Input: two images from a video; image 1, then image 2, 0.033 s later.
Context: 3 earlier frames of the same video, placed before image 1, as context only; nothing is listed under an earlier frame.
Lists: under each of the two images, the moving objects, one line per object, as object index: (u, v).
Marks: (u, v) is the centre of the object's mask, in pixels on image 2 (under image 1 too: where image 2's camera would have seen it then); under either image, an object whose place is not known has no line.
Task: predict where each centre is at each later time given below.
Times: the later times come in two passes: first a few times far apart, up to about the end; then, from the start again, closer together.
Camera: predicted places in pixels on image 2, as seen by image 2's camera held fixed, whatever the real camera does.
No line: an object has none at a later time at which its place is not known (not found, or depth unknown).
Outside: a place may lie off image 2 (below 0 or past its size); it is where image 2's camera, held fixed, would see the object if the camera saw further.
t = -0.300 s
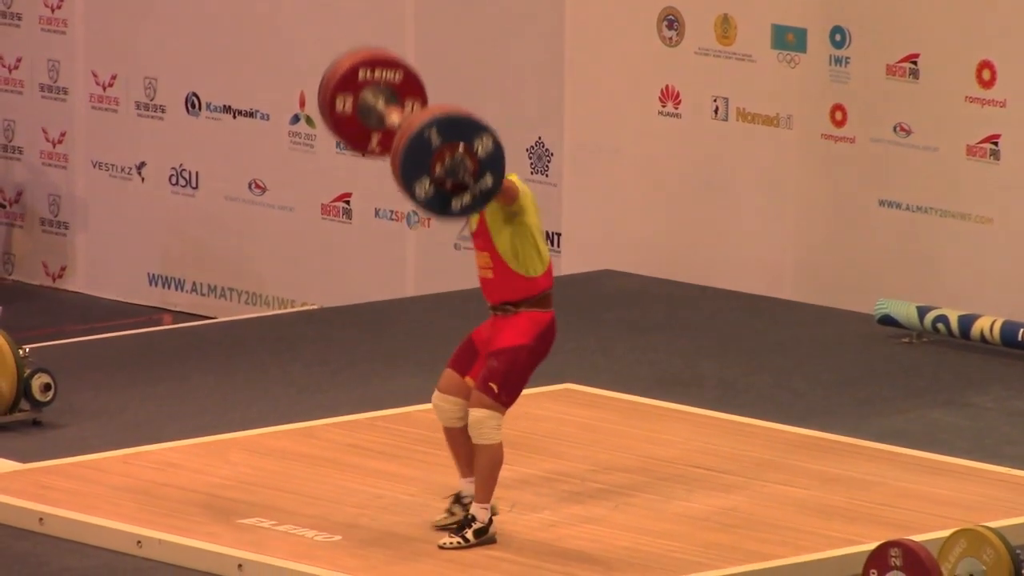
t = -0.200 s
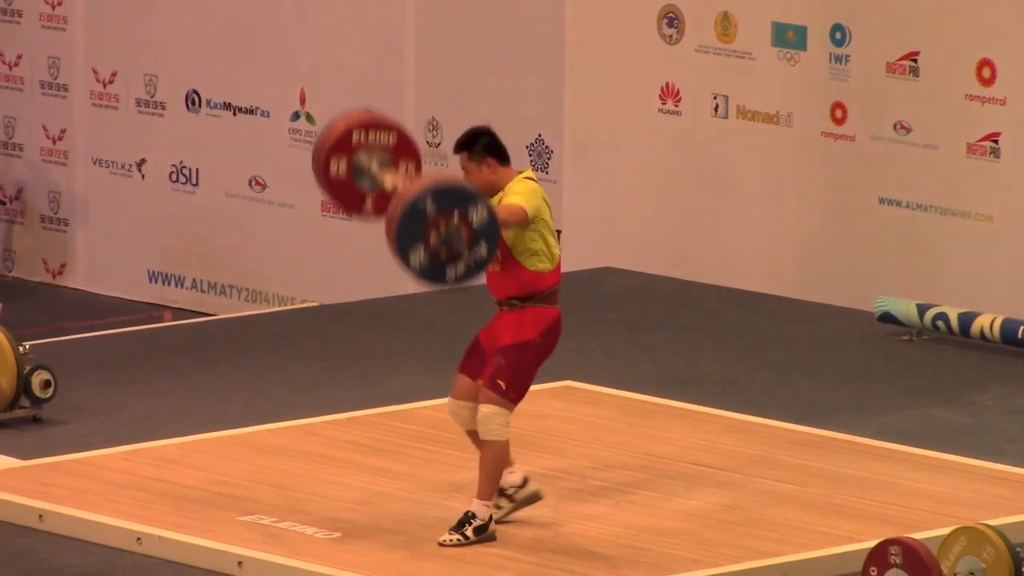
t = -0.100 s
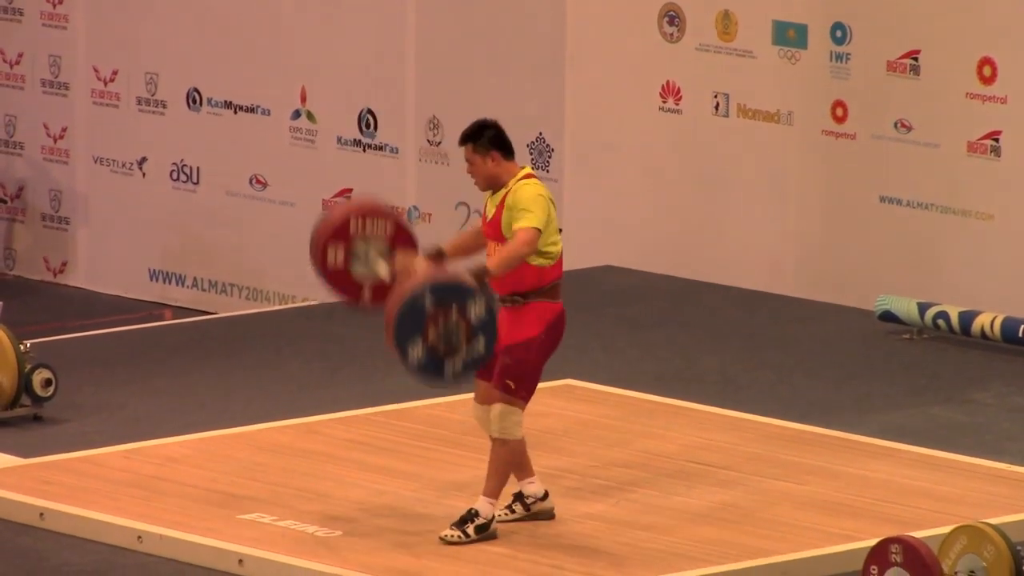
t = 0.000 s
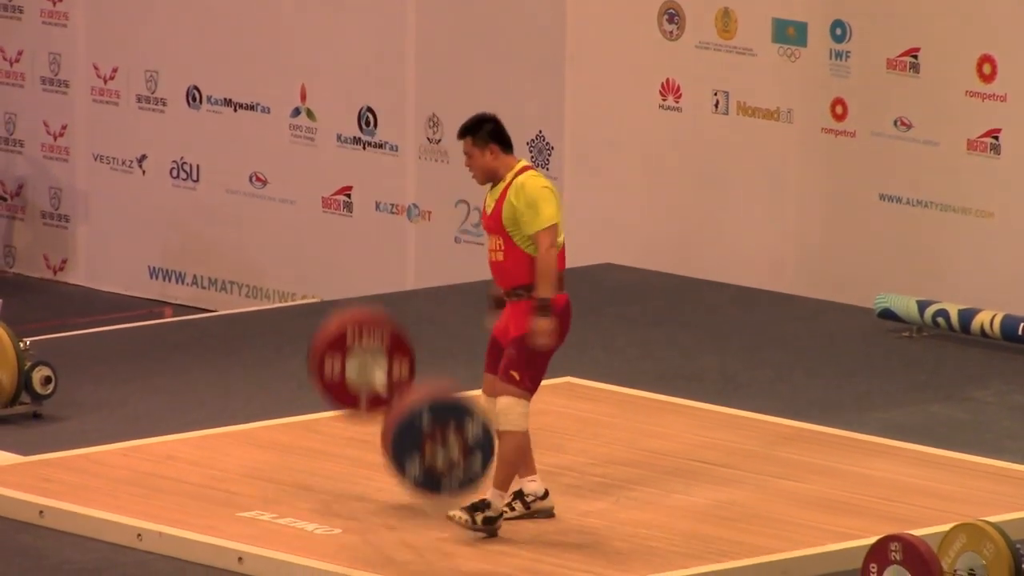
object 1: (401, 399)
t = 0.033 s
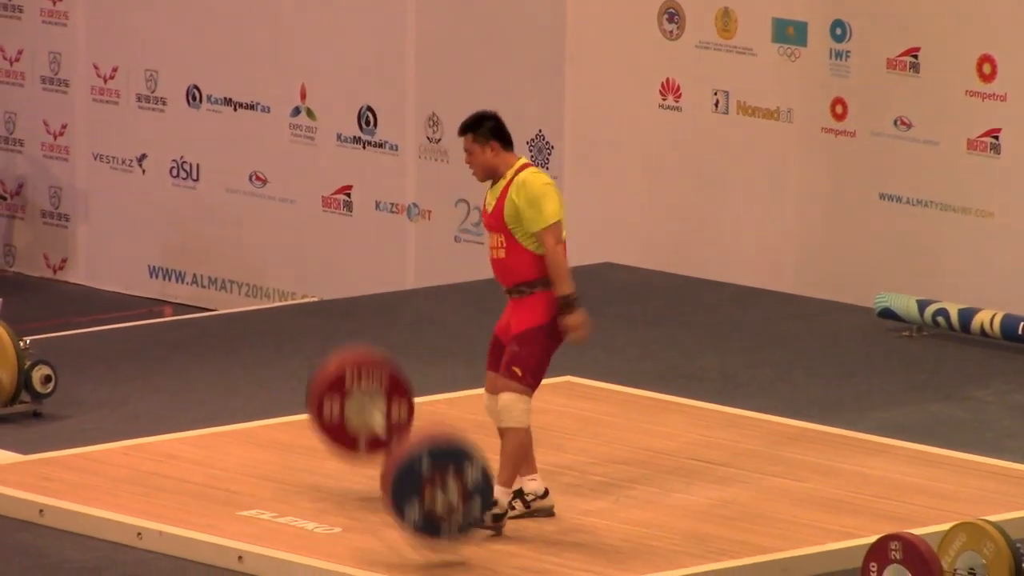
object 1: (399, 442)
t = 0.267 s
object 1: (392, 431)
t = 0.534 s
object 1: (378, 462)
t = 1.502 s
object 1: (363, 468)
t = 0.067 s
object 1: (398, 483)
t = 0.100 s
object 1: (398, 474)
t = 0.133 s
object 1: (397, 460)
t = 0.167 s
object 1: (395, 449)
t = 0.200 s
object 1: (394, 441)
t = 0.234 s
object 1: (393, 435)
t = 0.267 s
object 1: (392, 431)
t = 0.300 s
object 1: (390, 430)
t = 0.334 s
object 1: (389, 431)
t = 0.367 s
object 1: (387, 435)
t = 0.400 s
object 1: (385, 441)
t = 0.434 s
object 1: (383, 449)
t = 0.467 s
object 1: (381, 452)
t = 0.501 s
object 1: (380, 456)
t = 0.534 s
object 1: (378, 462)
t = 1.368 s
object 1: (363, 468)
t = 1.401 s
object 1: (363, 468)
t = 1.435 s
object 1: (363, 468)
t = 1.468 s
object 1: (363, 468)
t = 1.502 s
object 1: (363, 468)
